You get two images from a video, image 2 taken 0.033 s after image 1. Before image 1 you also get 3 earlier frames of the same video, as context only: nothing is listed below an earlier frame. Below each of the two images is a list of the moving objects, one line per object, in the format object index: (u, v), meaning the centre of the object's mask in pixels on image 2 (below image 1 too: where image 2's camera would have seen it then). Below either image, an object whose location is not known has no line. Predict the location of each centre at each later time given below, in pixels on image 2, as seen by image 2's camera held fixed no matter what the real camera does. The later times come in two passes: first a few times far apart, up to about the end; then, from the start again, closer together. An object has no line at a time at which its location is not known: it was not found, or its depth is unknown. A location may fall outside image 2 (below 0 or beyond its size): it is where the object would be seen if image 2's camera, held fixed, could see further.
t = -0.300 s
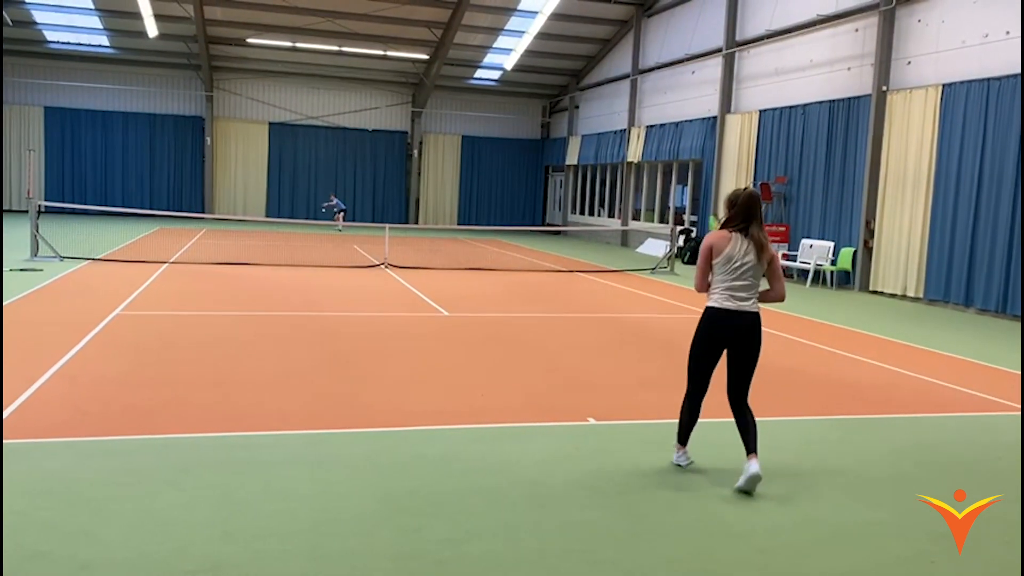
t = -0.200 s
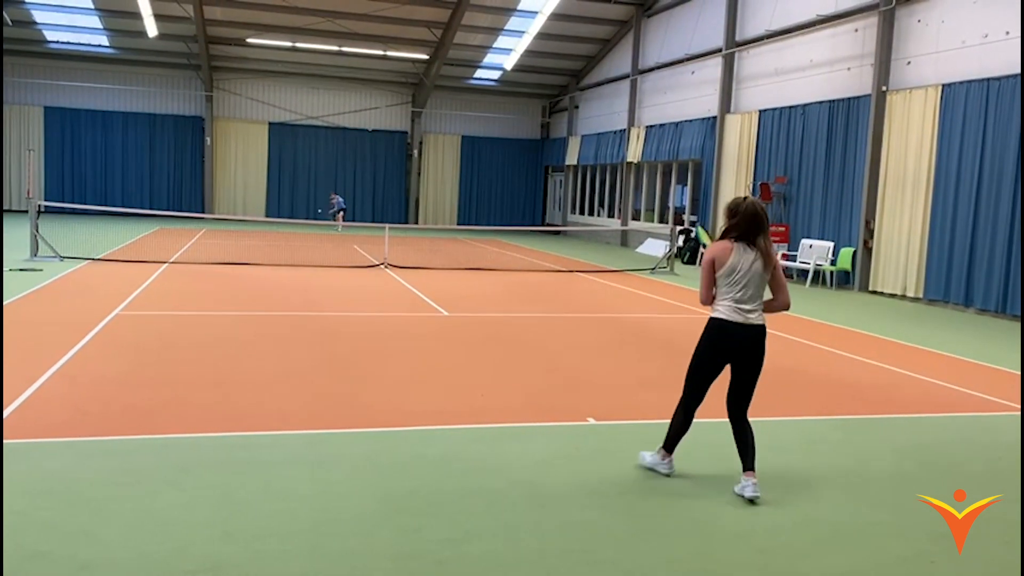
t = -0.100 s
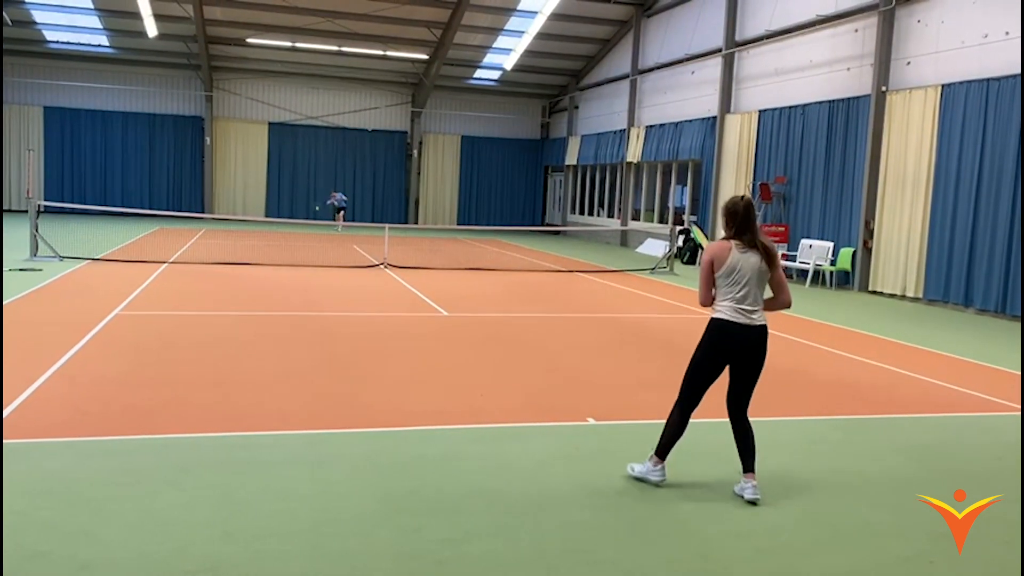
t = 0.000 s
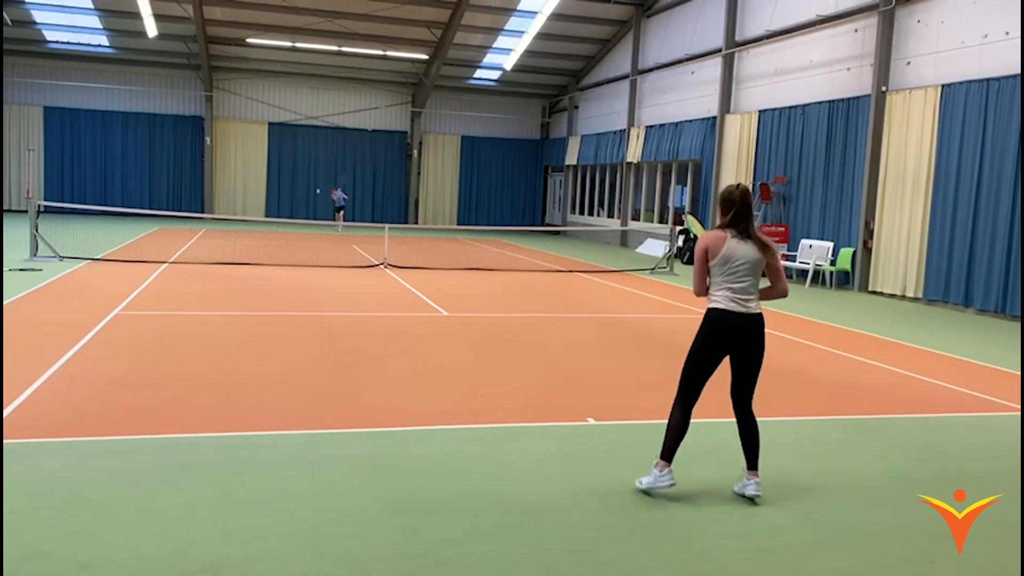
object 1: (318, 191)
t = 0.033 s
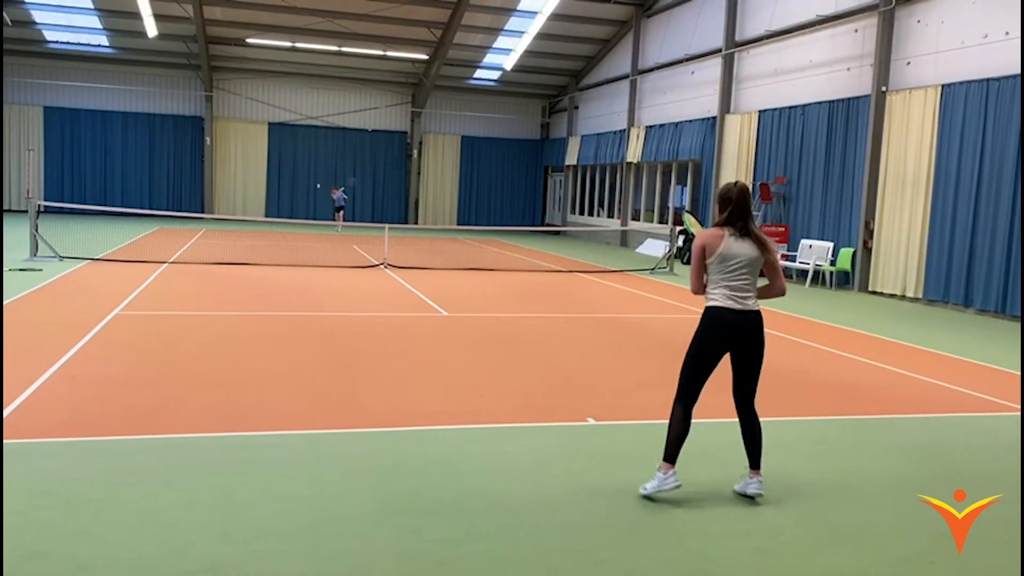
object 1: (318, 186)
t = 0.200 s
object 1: (320, 163)
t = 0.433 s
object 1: (324, 143)
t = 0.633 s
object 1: (328, 148)
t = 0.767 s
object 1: (332, 171)
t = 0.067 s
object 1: (318, 181)
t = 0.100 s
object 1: (319, 176)
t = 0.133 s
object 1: (319, 171)
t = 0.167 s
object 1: (320, 167)
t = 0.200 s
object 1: (320, 163)
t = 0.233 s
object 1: (321, 159)
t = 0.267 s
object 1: (321, 156)
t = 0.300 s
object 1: (322, 152)
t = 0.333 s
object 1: (322, 149)
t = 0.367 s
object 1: (323, 147)
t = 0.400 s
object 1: (323, 145)
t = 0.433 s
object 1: (324, 143)
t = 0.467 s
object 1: (324, 142)
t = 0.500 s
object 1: (325, 142)
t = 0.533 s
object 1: (325, 142)
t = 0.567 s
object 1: (327, 143)
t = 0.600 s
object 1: (327, 146)
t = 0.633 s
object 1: (328, 148)
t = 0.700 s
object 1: (330, 157)
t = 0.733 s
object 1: (331, 163)
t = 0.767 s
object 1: (332, 171)
